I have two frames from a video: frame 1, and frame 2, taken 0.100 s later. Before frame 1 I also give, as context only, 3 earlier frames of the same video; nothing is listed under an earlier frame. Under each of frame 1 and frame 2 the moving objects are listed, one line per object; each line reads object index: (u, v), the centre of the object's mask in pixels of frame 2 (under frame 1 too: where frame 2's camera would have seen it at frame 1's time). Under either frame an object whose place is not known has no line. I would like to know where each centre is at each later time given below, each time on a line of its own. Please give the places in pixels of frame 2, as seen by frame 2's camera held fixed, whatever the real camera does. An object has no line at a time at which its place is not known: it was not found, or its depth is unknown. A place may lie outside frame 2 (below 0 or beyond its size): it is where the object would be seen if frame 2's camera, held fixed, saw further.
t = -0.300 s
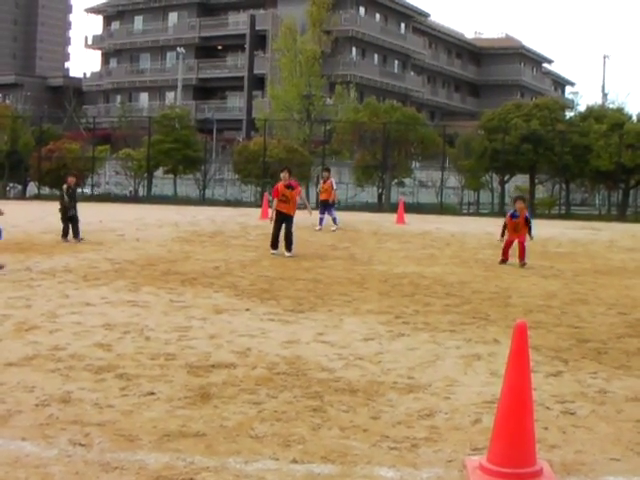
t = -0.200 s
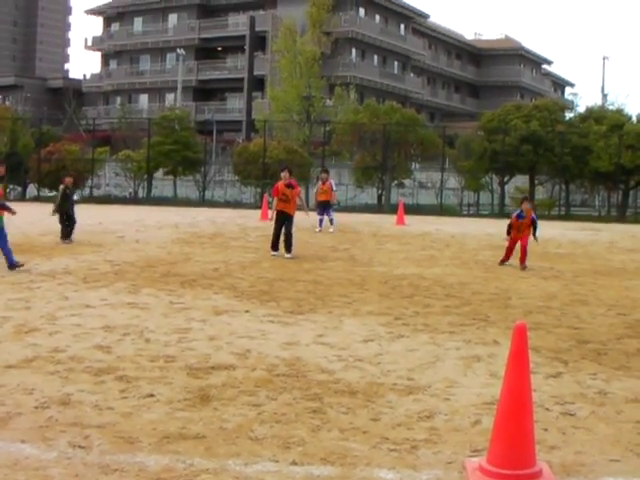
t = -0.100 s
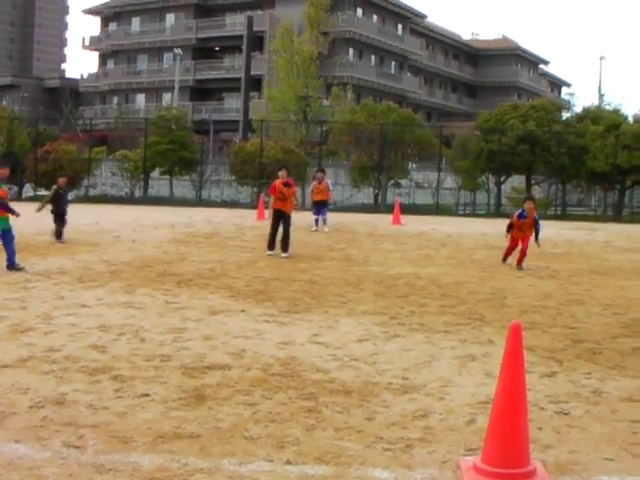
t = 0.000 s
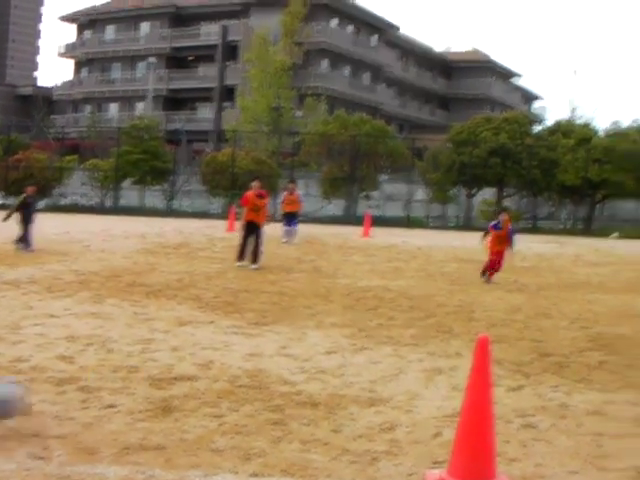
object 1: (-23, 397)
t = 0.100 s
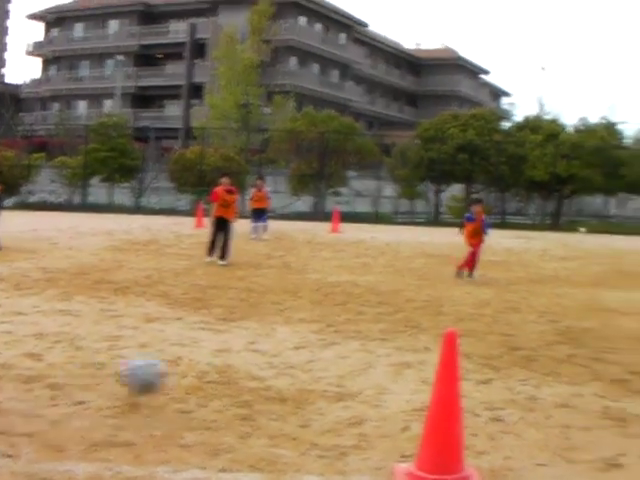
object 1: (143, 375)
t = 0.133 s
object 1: (196, 371)
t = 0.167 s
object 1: (245, 369)
